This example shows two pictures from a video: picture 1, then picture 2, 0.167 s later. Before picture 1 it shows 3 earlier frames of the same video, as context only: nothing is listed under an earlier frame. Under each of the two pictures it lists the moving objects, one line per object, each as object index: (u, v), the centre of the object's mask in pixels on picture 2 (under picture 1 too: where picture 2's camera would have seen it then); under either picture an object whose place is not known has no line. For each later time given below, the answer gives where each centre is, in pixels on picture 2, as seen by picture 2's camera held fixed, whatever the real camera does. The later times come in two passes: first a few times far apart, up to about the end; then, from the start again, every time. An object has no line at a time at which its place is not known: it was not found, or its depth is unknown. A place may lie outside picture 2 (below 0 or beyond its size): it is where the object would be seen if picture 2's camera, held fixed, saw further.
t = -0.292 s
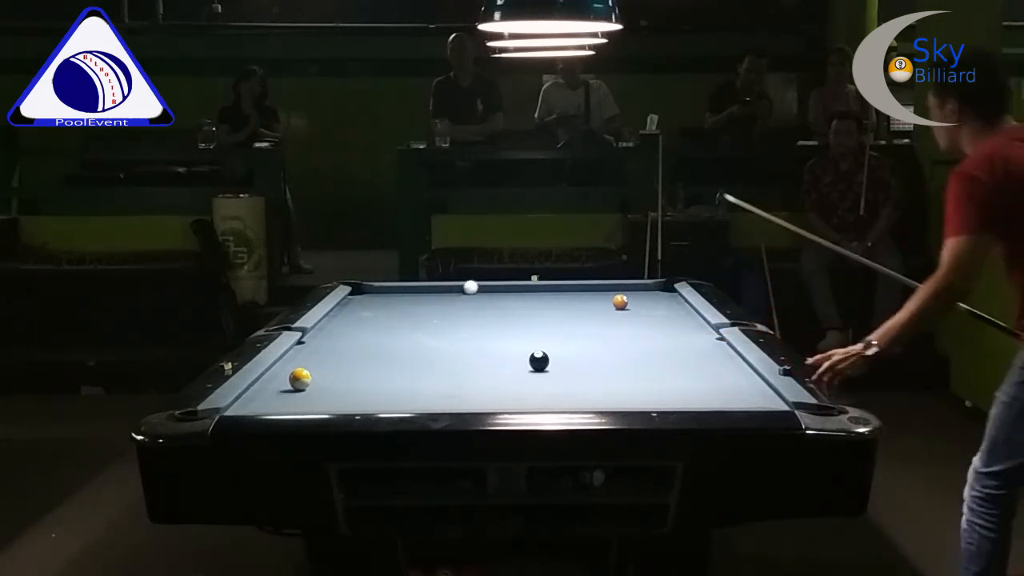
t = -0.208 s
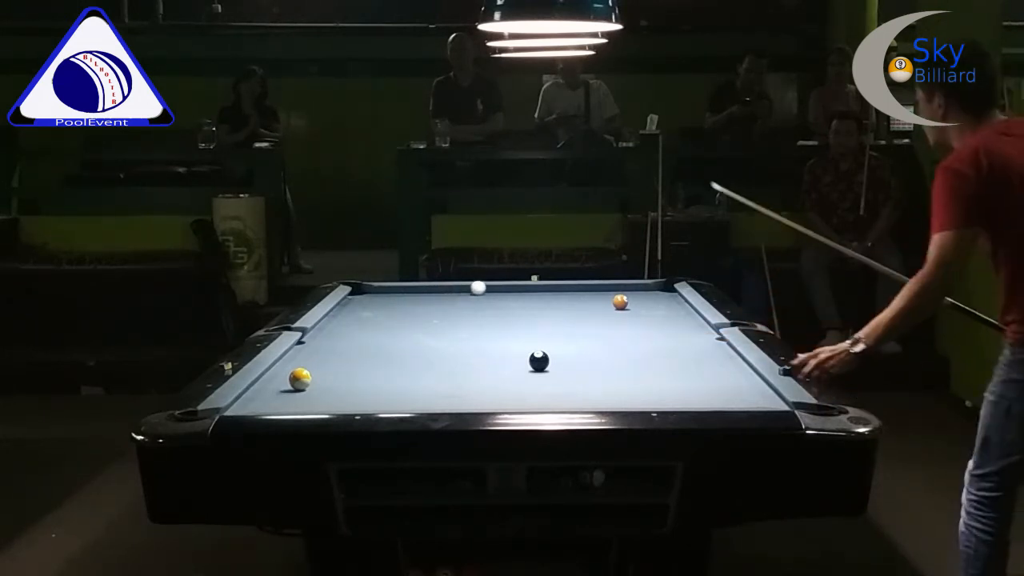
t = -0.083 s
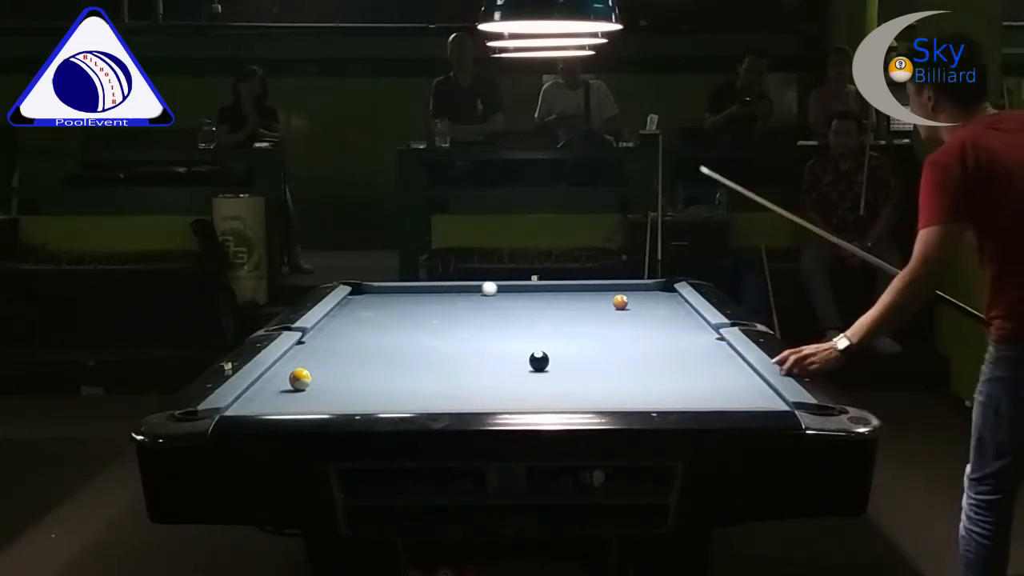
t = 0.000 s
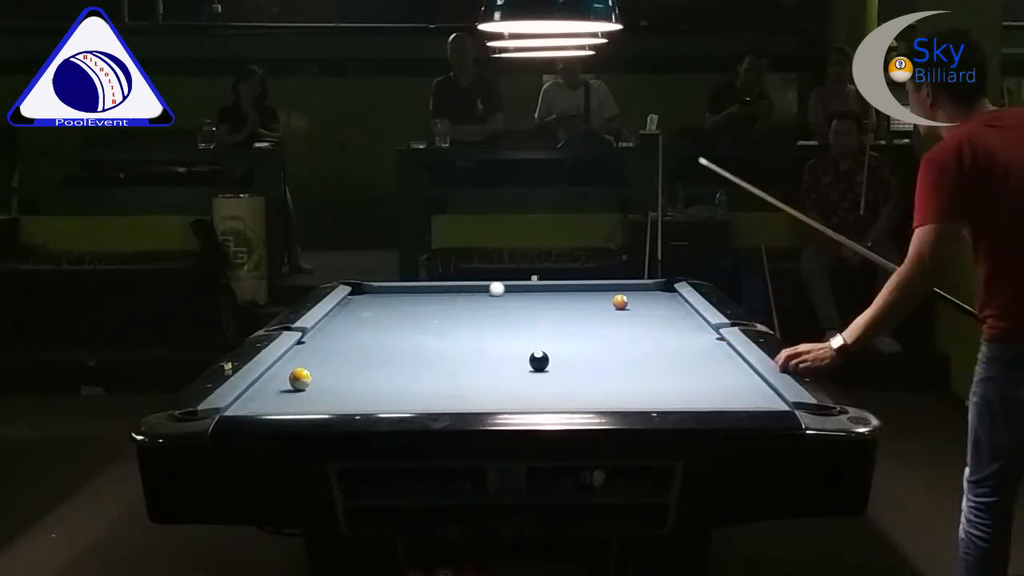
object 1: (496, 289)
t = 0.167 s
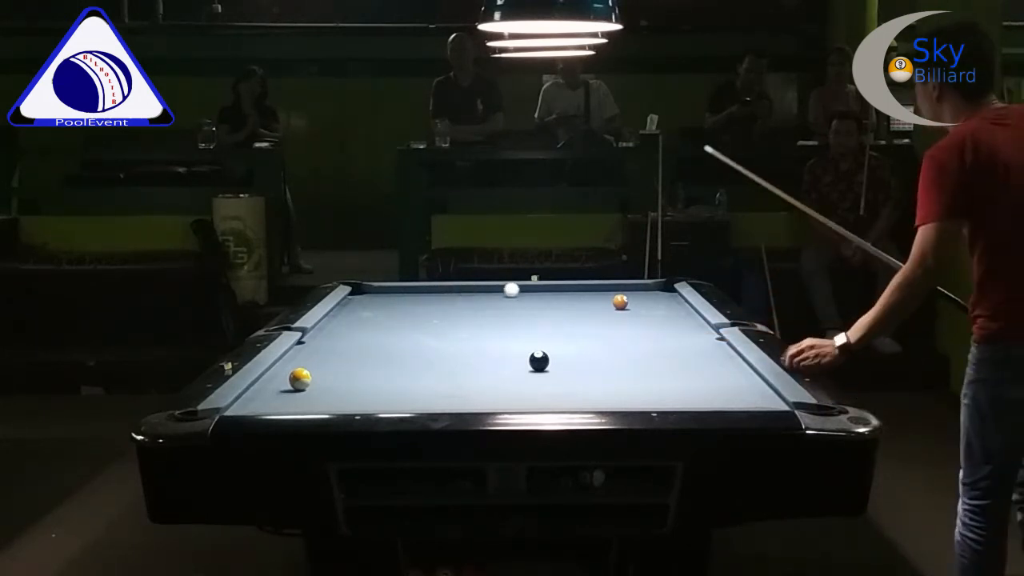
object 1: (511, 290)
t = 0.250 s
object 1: (518, 290)
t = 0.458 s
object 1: (536, 292)
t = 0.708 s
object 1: (557, 293)
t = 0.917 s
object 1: (573, 294)
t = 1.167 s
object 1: (592, 296)
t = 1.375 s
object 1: (607, 297)
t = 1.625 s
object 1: (628, 296)
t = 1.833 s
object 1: (639, 299)
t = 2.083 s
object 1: (655, 300)
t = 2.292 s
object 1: (668, 301)
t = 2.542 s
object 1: (680, 302)
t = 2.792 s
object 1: (675, 303)
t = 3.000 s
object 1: (671, 304)
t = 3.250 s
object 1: (667, 305)
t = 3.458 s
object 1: (664, 306)
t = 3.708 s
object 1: (661, 307)
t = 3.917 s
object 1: (660, 307)
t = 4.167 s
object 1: (659, 308)
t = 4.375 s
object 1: (658, 307)
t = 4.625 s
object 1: (657, 308)
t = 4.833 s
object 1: (657, 308)
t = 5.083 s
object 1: (657, 308)
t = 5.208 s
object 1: (657, 308)
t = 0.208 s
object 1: (514, 290)
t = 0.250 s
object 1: (518, 290)
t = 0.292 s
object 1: (522, 291)
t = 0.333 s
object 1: (525, 291)
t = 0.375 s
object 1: (529, 291)
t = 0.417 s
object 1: (532, 291)
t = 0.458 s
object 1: (536, 292)
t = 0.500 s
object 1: (540, 292)
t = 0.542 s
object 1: (543, 292)
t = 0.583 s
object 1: (546, 293)
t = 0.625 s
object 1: (550, 293)
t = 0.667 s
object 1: (553, 293)
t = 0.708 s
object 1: (557, 293)
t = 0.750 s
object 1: (560, 293)
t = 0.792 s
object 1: (563, 294)
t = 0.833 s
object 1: (567, 294)
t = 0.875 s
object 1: (570, 294)
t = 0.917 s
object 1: (573, 294)
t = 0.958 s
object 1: (577, 295)
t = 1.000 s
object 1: (580, 295)
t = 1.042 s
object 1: (583, 295)
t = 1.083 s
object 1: (586, 295)
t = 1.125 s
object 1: (589, 296)
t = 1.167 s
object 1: (592, 296)
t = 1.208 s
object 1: (596, 296)
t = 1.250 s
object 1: (599, 296)
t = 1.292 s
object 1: (602, 296)
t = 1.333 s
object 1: (605, 297)
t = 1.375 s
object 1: (607, 297)
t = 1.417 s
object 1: (609, 296)
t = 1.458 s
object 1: (612, 296)
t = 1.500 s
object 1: (614, 295)
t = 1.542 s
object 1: (619, 294)
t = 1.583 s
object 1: (624, 294)
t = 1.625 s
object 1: (628, 296)
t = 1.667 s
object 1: (630, 297)
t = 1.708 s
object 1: (632, 298)
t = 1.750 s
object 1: (634, 298)
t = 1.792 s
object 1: (637, 298)
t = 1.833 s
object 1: (639, 299)
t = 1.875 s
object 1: (642, 299)
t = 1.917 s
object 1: (645, 299)
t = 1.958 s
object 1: (648, 299)
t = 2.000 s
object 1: (650, 299)
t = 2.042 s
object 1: (653, 300)
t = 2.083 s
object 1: (655, 300)
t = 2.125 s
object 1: (658, 300)
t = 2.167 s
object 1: (660, 300)
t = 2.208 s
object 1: (663, 300)
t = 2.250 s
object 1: (666, 301)
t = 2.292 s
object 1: (668, 301)
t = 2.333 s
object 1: (670, 301)
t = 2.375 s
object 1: (673, 301)
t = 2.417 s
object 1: (675, 301)
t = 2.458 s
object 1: (677, 302)
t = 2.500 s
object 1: (680, 302)
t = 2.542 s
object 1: (680, 302)
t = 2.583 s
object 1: (679, 302)
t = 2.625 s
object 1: (678, 302)
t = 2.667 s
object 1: (677, 303)
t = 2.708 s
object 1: (676, 303)
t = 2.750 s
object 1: (675, 303)
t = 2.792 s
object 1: (675, 303)
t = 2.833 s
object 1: (674, 303)
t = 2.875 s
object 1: (673, 303)
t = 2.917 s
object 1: (672, 304)
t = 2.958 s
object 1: (671, 304)
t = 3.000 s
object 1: (671, 304)
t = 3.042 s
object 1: (670, 304)
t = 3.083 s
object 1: (669, 304)
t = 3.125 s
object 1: (669, 305)
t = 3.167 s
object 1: (668, 305)
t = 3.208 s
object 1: (667, 305)
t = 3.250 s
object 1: (667, 305)
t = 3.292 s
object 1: (666, 305)
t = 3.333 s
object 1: (665, 306)
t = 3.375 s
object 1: (665, 306)
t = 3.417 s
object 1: (664, 306)
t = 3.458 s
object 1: (664, 306)
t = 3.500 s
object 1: (663, 306)
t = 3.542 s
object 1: (663, 306)
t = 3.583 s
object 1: (662, 306)
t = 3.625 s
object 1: (662, 307)
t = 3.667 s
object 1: (661, 307)
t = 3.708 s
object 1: (661, 307)
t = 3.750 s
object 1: (661, 307)
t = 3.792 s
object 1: (661, 307)
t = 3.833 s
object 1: (660, 307)
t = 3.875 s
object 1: (660, 307)
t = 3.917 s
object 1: (660, 307)
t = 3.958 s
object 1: (660, 307)
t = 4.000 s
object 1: (660, 307)
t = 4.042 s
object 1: (659, 308)
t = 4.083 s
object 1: (659, 308)
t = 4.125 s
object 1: (659, 308)
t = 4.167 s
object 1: (659, 308)
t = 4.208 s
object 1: (659, 308)
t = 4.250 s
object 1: (659, 308)
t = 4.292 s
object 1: (659, 308)
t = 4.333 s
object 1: (658, 308)
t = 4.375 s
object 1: (658, 307)
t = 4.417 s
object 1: (658, 308)
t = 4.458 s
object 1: (658, 308)
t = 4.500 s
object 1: (658, 308)
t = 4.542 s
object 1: (658, 308)
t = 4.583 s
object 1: (658, 308)
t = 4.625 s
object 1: (657, 308)
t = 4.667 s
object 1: (657, 308)
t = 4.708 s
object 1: (657, 308)
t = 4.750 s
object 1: (657, 308)
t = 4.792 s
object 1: (657, 308)
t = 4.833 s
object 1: (657, 308)
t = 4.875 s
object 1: (657, 308)
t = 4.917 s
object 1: (657, 308)
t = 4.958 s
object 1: (657, 308)
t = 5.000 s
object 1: (657, 308)
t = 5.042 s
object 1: (657, 308)
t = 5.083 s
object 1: (657, 308)
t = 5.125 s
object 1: (657, 308)
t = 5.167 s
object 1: (657, 308)
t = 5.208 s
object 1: (657, 308)
